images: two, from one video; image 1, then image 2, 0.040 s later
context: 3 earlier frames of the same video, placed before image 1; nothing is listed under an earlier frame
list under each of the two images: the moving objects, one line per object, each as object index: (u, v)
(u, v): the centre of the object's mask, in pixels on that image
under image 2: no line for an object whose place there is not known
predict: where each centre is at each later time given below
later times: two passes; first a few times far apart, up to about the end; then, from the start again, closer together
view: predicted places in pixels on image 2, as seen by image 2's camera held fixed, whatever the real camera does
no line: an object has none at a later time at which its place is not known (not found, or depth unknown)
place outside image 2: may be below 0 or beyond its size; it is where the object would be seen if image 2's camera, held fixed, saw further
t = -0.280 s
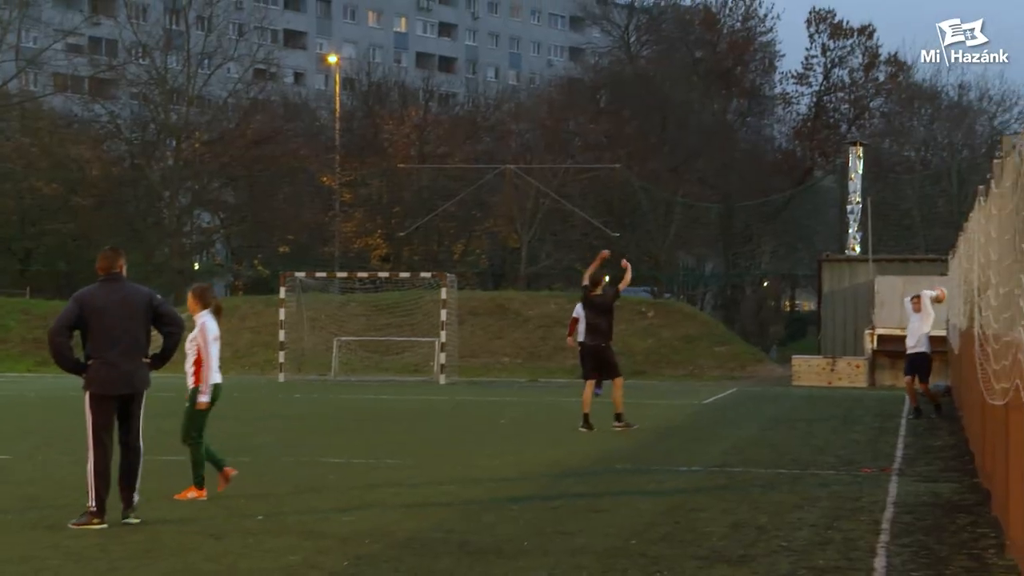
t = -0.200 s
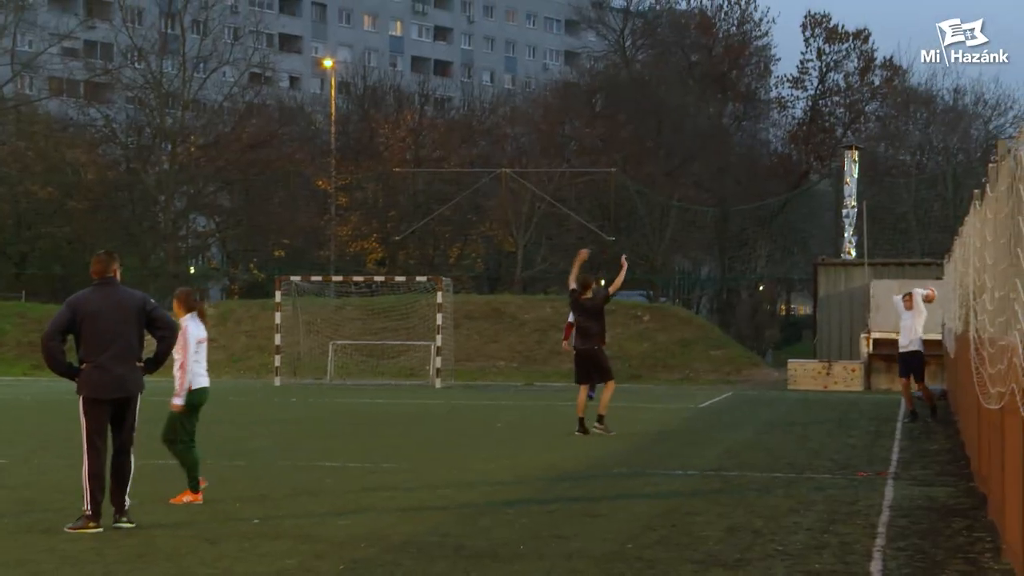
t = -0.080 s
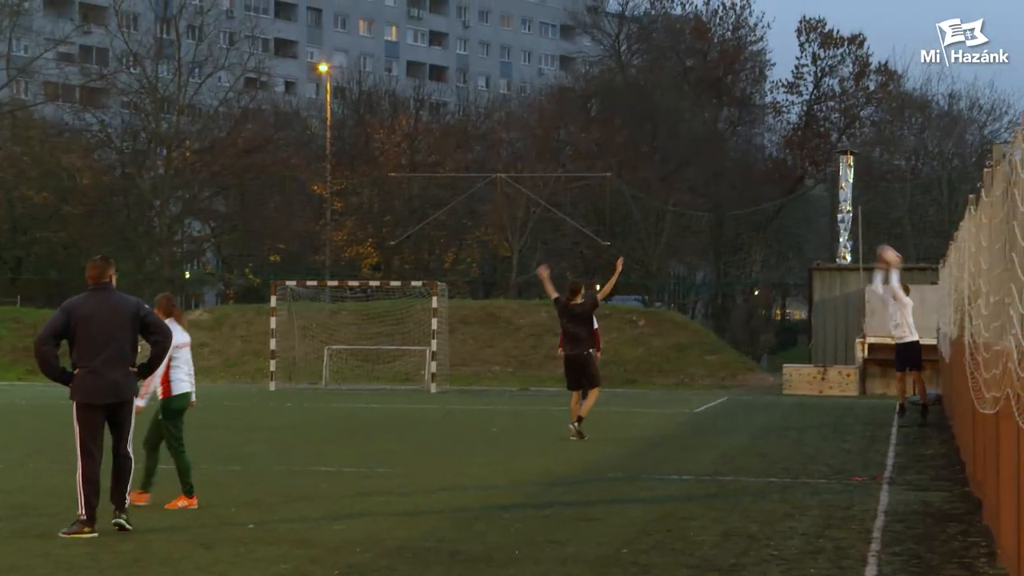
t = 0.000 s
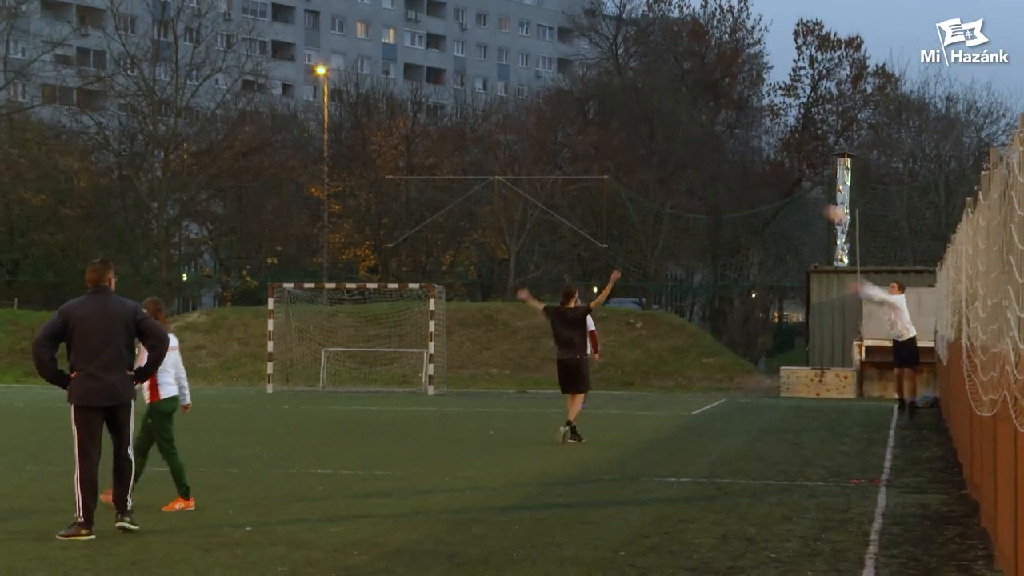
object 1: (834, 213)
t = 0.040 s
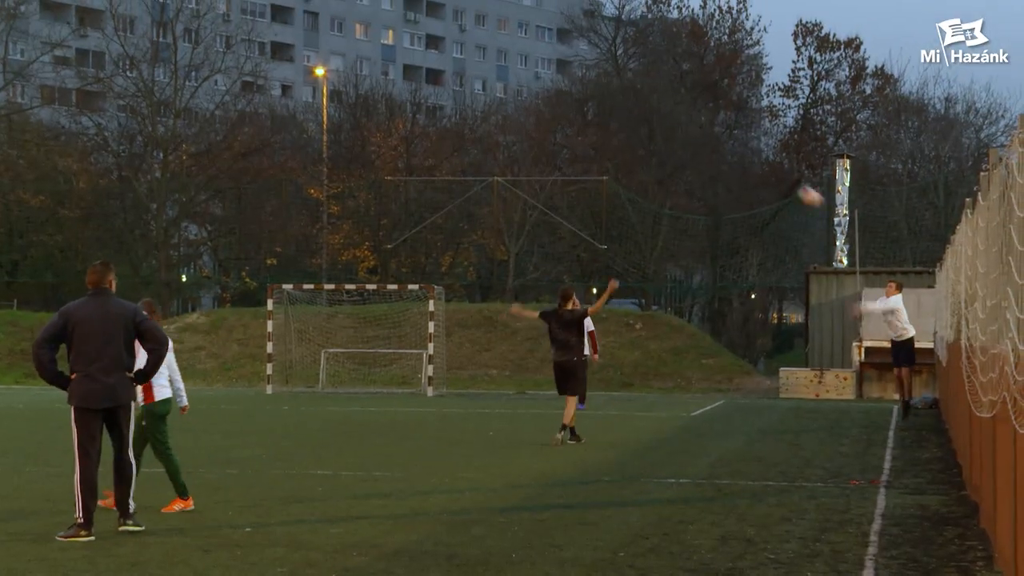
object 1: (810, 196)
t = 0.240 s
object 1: (682, 109)
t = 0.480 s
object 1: (526, 33)
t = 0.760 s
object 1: (330, -5)
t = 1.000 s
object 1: (148, 12)
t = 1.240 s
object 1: (-57, 89)
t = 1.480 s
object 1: (-293, 243)
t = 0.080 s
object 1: (785, 177)
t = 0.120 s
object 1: (759, 159)
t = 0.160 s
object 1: (734, 141)
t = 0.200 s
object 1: (709, 125)
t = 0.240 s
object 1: (682, 109)
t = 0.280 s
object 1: (656, 94)
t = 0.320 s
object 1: (630, 79)
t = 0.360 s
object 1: (605, 67)
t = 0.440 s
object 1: (552, 43)
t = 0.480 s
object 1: (526, 33)
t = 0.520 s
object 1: (500, 24)
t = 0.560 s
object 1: (471, 17)
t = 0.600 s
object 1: (443, 9)
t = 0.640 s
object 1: (417, 4)
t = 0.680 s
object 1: (387, 0)
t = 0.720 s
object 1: (359, -4)
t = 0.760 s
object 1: (330, -5)
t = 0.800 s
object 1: (302, -6)
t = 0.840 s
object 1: (272, -6)
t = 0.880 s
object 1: (241, -4)
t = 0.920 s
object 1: (211, 0)
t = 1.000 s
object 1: (148, 12)
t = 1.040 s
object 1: (115, 22)
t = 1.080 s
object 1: (82, 31)
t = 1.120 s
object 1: (48, 42)
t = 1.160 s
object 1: (14, 56)
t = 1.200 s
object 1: (-20, 72)
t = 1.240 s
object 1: (-57, 89)
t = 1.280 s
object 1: (-94, 108)
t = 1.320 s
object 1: (-132, 131)
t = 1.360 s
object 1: (-170, 156)
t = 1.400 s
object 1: (-209, 183)
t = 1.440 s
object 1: (-251, 211)
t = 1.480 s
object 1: (-293, 243)
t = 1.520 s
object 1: (-336, 278)
